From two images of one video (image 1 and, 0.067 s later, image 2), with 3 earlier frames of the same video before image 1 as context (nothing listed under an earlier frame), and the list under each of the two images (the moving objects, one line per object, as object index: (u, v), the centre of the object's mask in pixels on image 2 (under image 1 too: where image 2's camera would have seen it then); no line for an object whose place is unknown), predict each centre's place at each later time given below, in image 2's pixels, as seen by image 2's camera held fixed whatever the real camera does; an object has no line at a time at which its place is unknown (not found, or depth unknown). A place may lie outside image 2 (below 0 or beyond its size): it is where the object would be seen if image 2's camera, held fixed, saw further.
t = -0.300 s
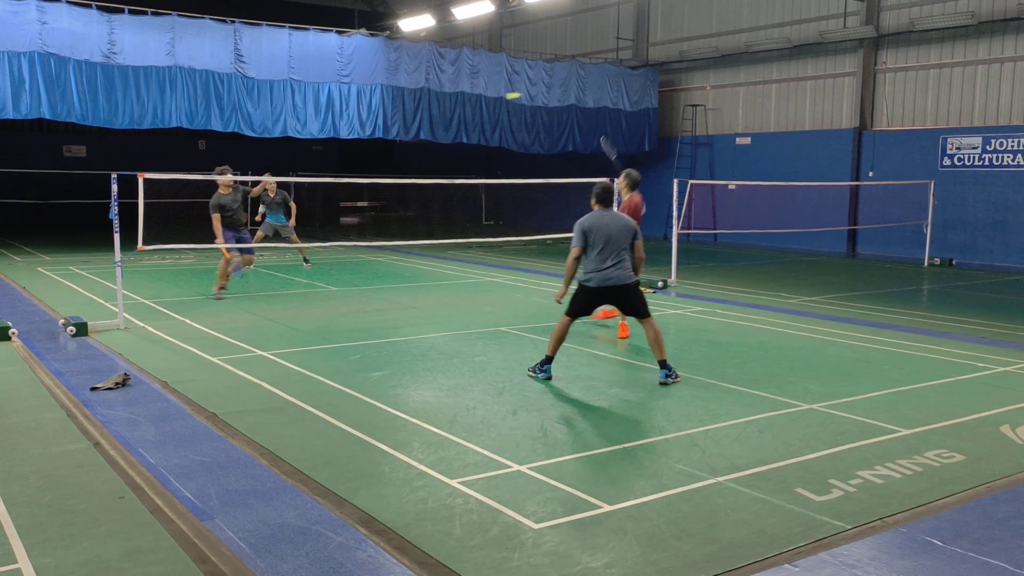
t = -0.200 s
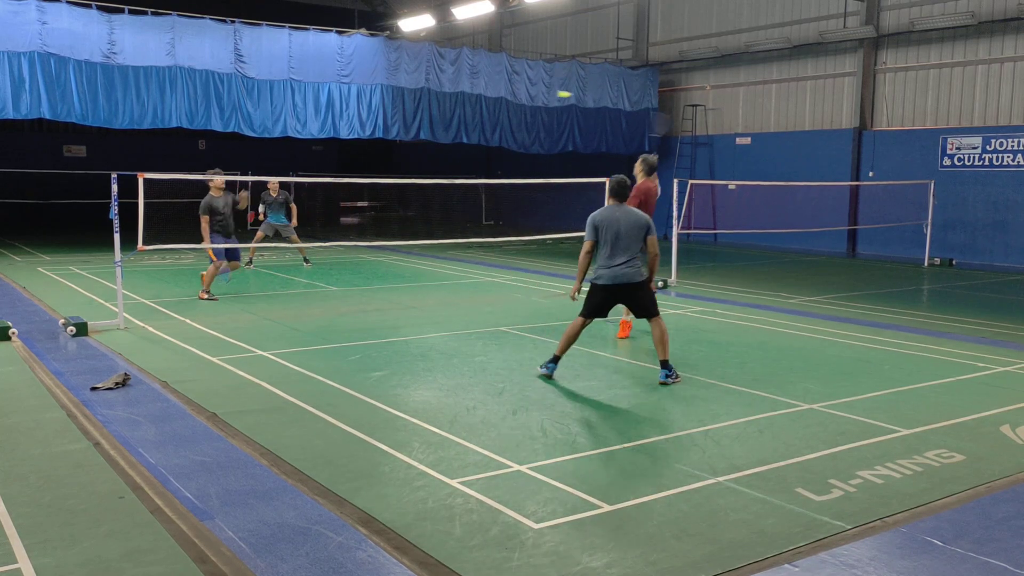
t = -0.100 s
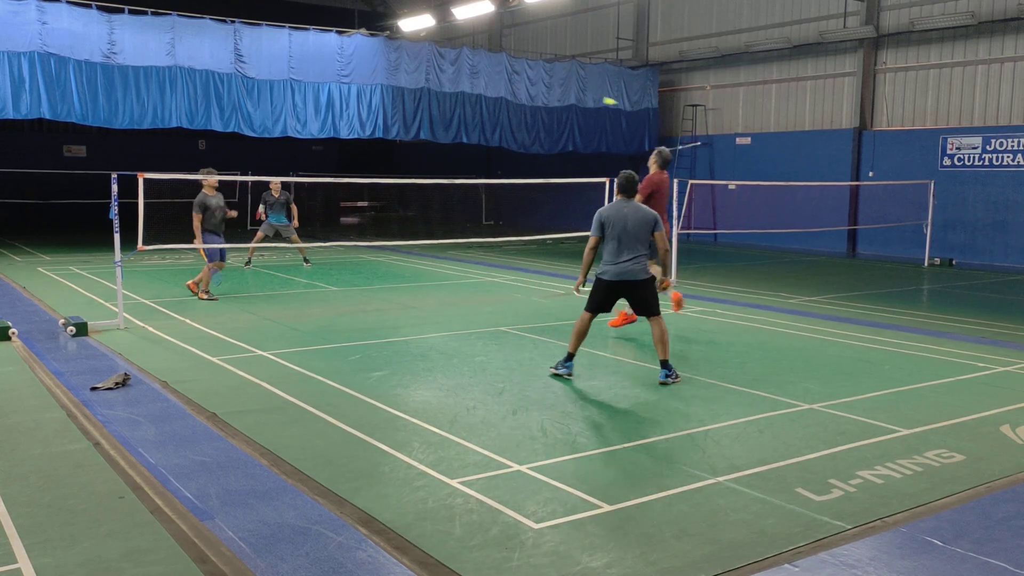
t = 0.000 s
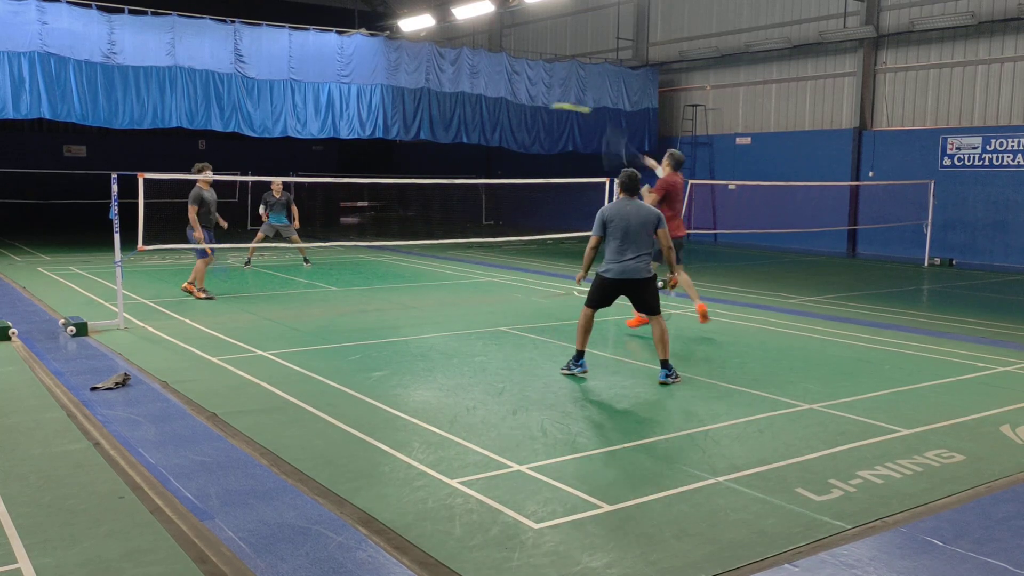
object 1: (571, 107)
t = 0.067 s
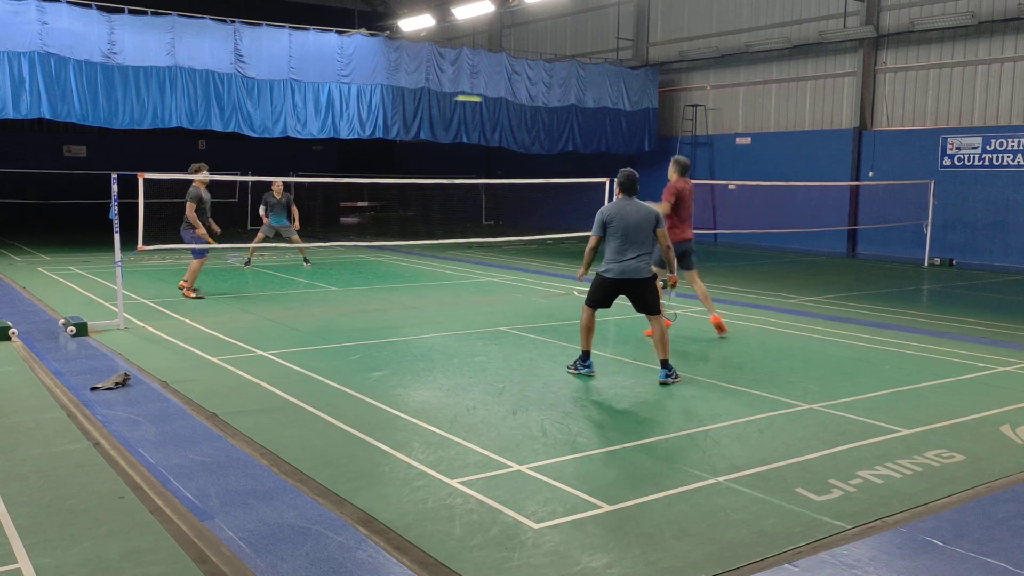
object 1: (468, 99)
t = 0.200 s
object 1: (352, 98)
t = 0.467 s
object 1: (235, 126)
